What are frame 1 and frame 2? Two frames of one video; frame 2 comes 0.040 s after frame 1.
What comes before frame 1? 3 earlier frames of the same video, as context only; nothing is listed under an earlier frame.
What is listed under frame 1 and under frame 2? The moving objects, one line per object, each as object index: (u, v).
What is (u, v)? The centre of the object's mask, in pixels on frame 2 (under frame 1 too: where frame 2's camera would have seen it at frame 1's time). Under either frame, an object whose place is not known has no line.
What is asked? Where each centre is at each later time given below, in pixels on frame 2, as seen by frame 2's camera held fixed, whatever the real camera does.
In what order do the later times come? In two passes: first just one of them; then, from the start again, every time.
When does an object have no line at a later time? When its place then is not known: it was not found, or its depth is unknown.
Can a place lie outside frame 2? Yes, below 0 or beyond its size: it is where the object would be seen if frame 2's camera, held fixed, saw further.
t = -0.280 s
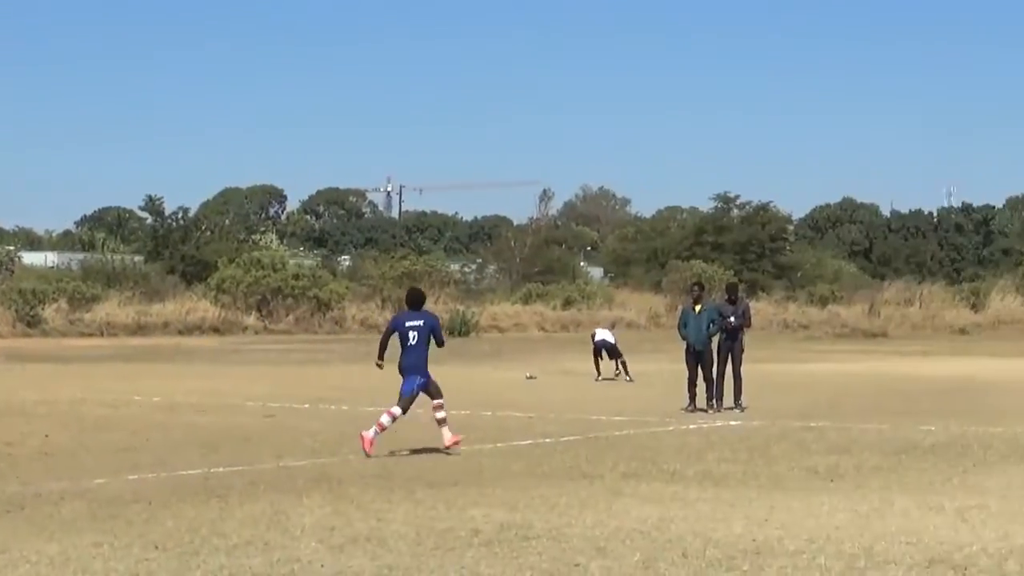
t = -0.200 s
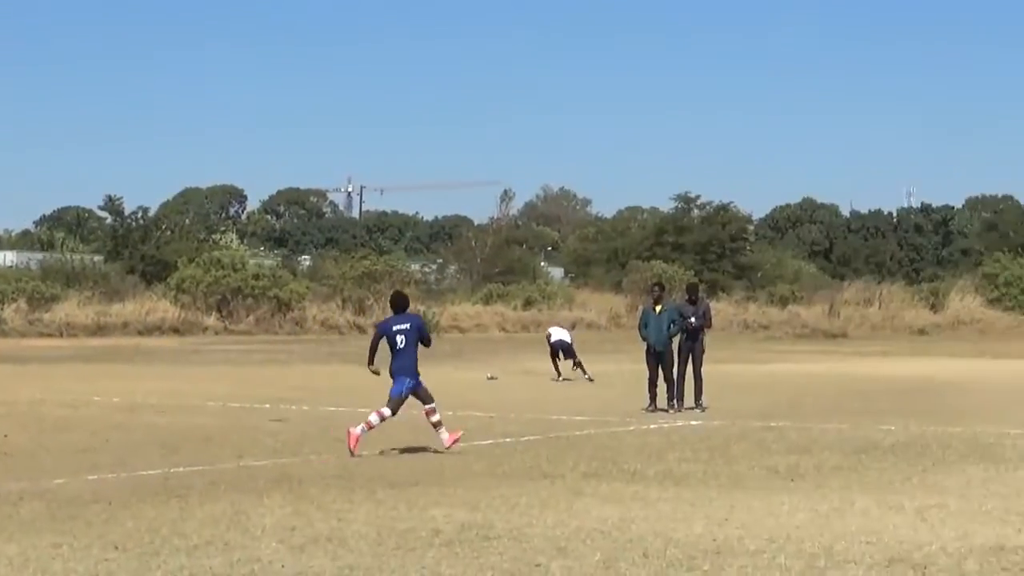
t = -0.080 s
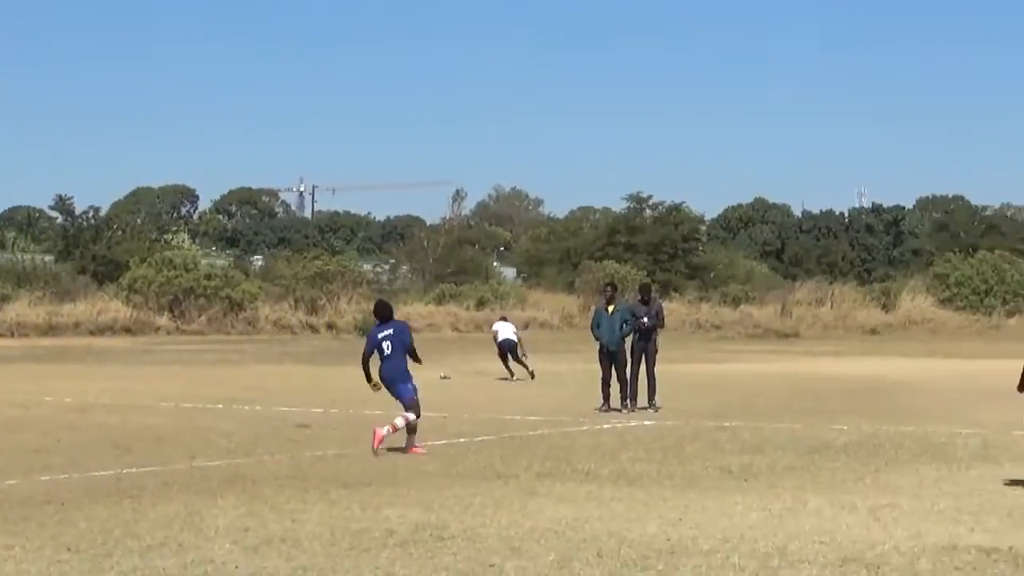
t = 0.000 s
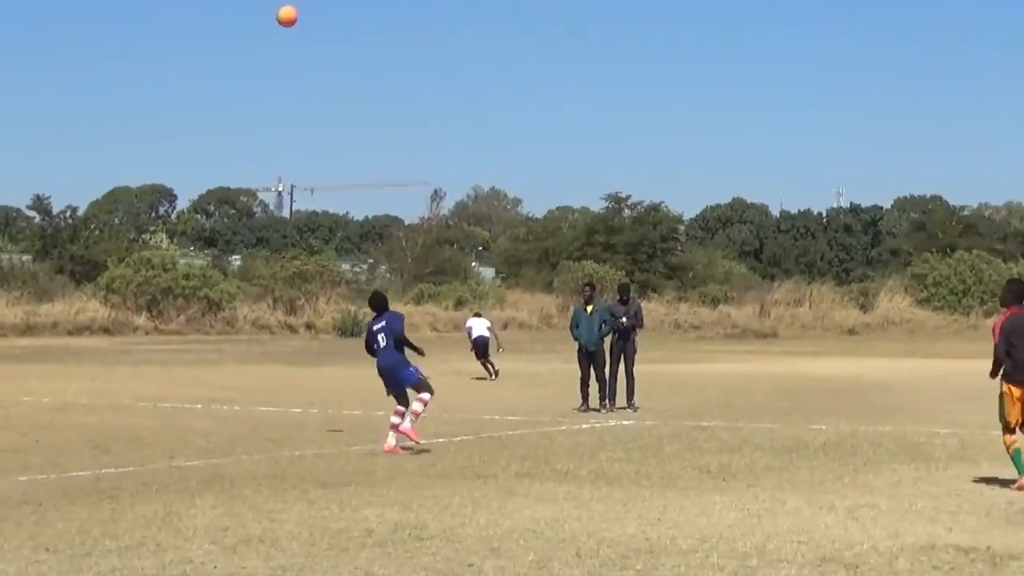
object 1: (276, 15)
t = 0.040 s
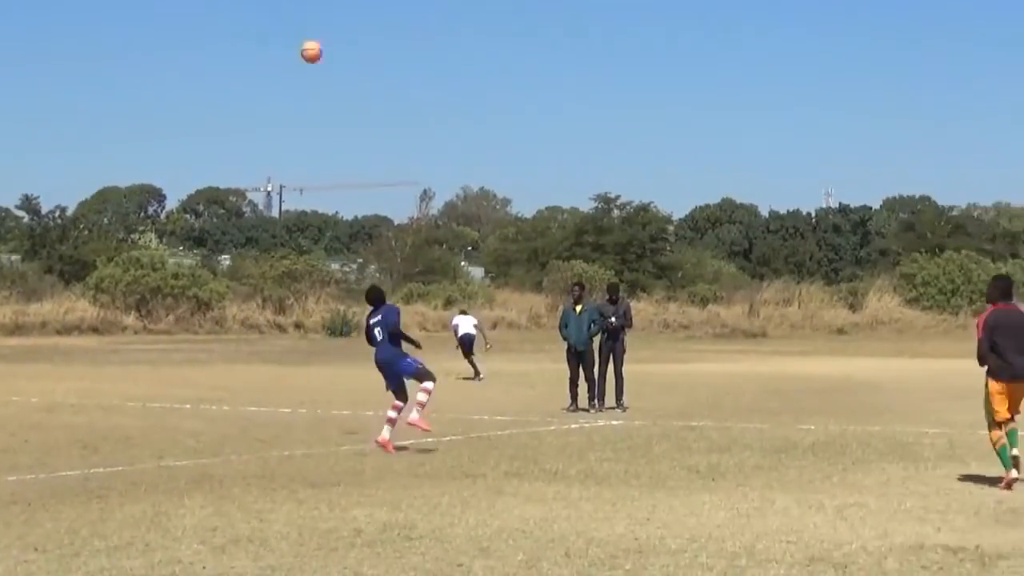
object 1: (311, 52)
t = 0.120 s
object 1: (381, 130)
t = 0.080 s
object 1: (346, 89)
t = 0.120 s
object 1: (381, 130)
